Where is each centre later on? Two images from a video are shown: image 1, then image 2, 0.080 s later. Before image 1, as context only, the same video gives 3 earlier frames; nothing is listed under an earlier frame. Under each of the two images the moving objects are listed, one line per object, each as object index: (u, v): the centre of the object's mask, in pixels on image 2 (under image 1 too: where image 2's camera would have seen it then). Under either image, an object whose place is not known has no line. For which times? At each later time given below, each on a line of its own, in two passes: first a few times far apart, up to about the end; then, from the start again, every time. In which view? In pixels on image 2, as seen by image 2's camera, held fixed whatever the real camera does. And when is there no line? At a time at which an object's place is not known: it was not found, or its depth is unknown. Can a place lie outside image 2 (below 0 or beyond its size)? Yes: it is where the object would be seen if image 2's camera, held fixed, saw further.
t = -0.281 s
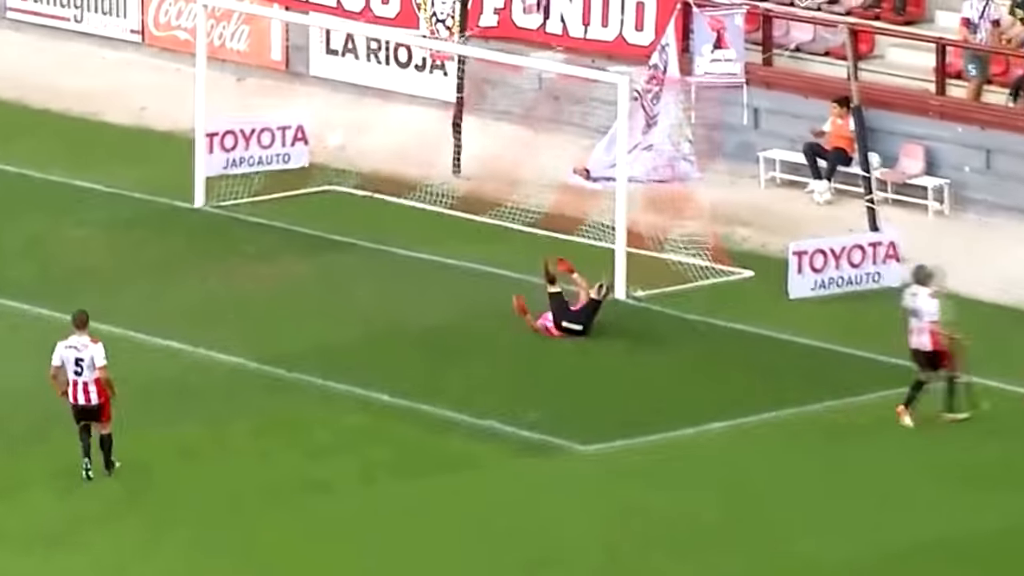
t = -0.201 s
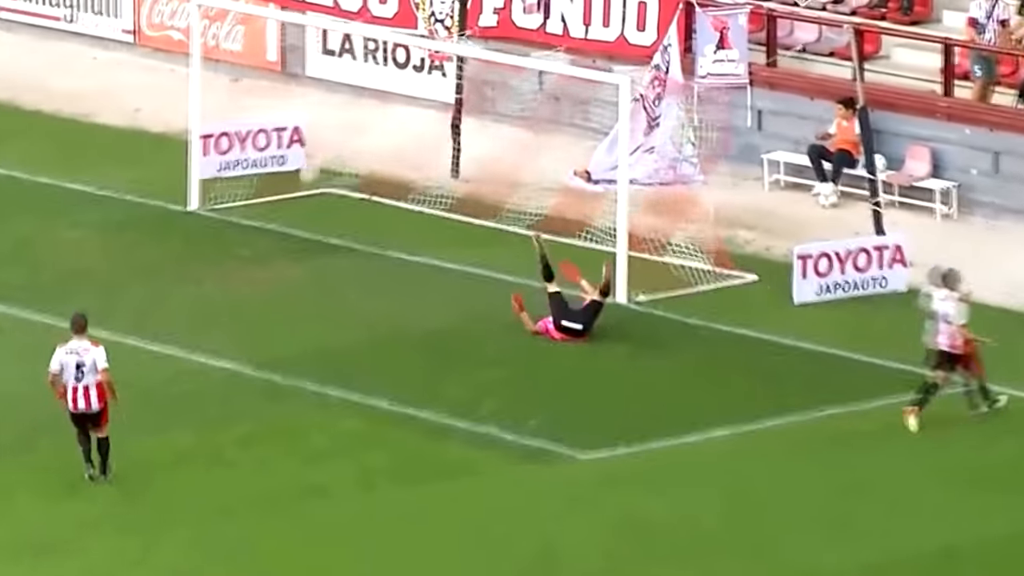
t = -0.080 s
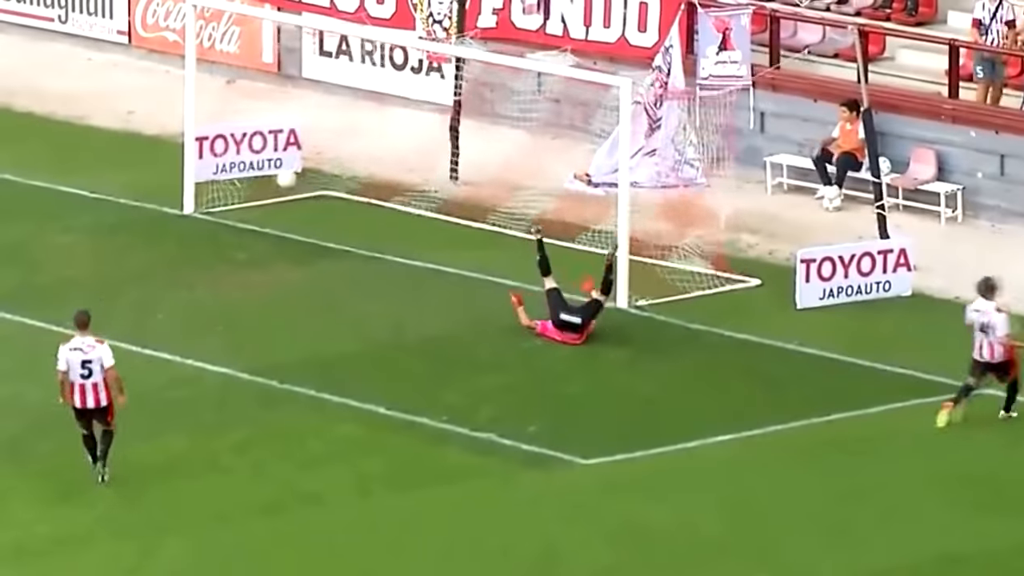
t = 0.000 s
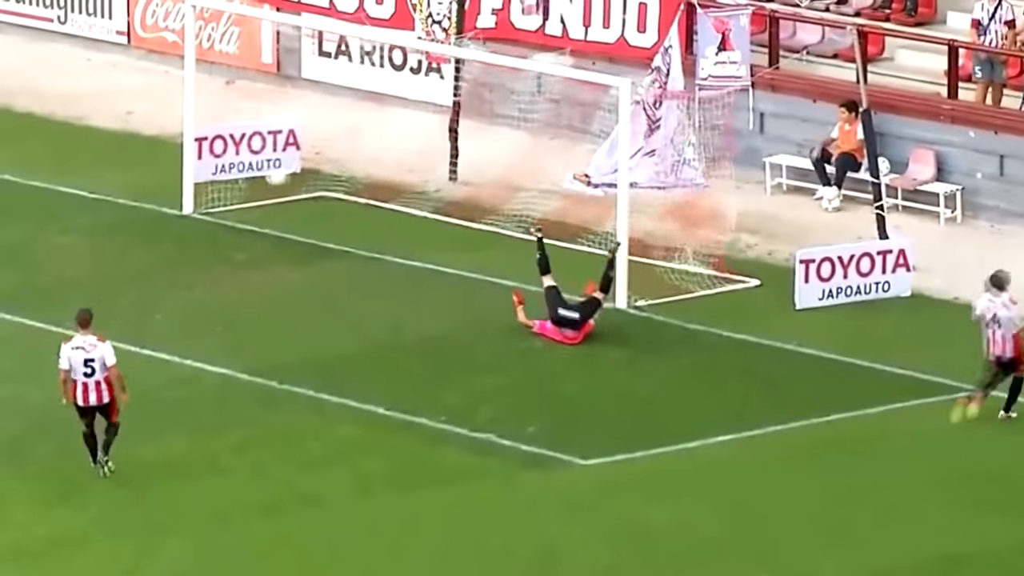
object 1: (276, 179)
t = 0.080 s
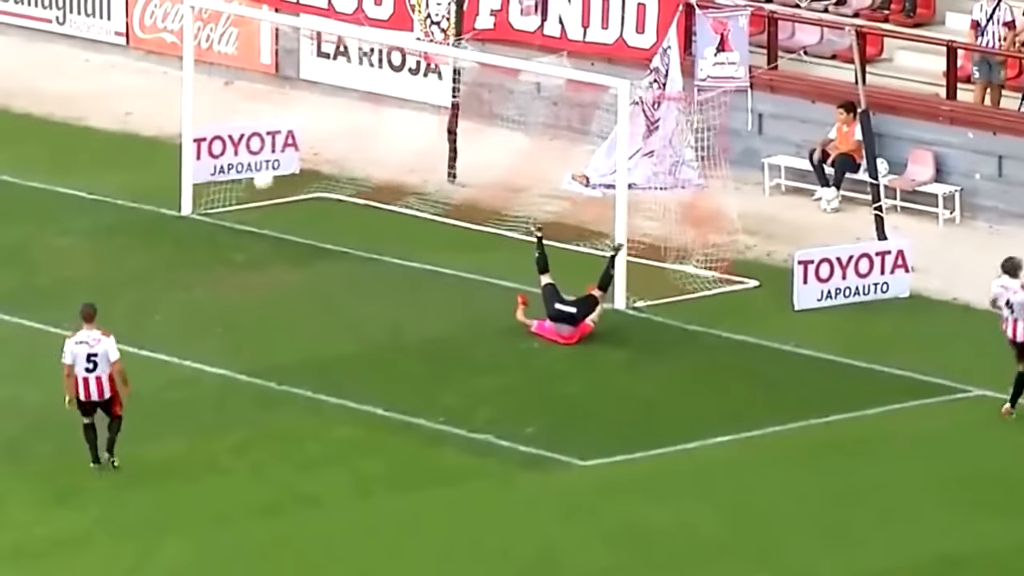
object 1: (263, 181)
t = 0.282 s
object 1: (236, 209)
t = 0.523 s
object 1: (210, 210)
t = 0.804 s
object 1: (181, 227)
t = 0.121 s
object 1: (257, 185)
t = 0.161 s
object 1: (252, 188)
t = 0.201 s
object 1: (249, 191)
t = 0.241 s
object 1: (241, 200)
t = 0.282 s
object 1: (236, 209)
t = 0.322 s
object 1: (231, 211)
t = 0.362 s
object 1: (227, 209)
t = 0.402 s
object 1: (225, 208)
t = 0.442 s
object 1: (219, 207)
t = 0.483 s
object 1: (215, 208)
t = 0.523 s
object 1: (210, 210)
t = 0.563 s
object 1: (206, 213)
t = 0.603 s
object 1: (202, 216)
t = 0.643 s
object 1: (197, 224)
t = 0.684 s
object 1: (192, 226)
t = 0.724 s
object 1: (188, 225)
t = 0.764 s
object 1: (183, 226)
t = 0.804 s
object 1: (181, 227)
